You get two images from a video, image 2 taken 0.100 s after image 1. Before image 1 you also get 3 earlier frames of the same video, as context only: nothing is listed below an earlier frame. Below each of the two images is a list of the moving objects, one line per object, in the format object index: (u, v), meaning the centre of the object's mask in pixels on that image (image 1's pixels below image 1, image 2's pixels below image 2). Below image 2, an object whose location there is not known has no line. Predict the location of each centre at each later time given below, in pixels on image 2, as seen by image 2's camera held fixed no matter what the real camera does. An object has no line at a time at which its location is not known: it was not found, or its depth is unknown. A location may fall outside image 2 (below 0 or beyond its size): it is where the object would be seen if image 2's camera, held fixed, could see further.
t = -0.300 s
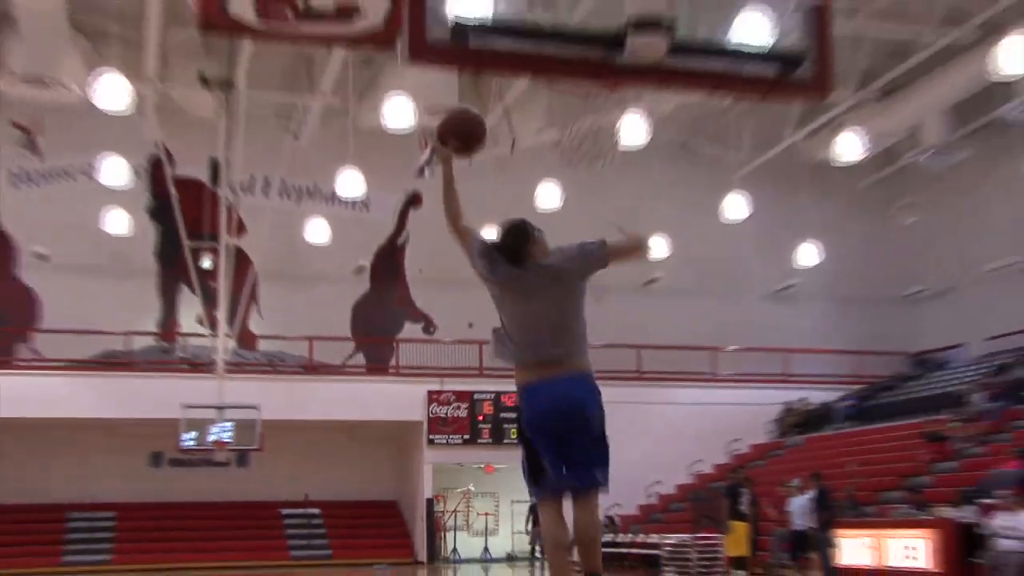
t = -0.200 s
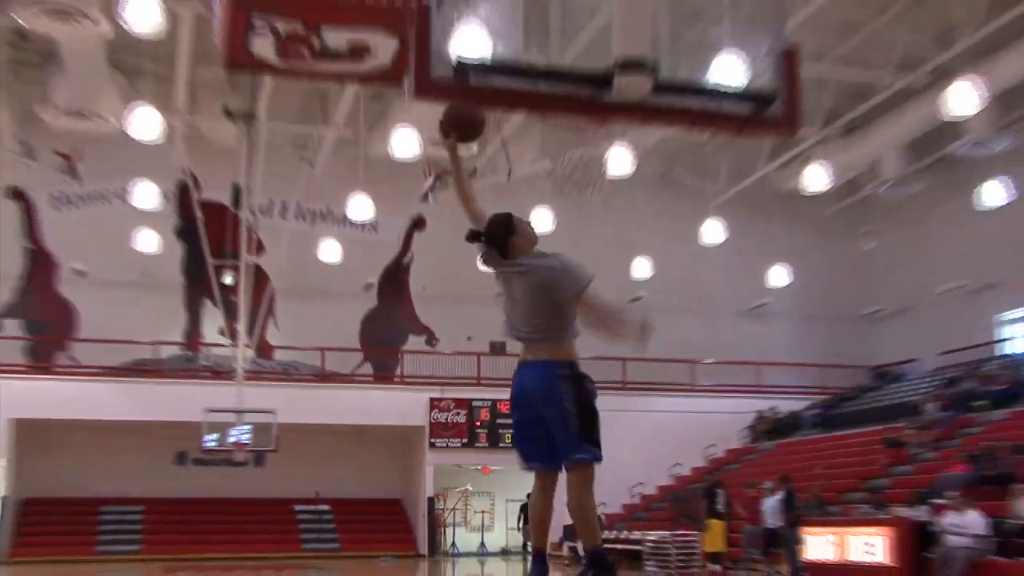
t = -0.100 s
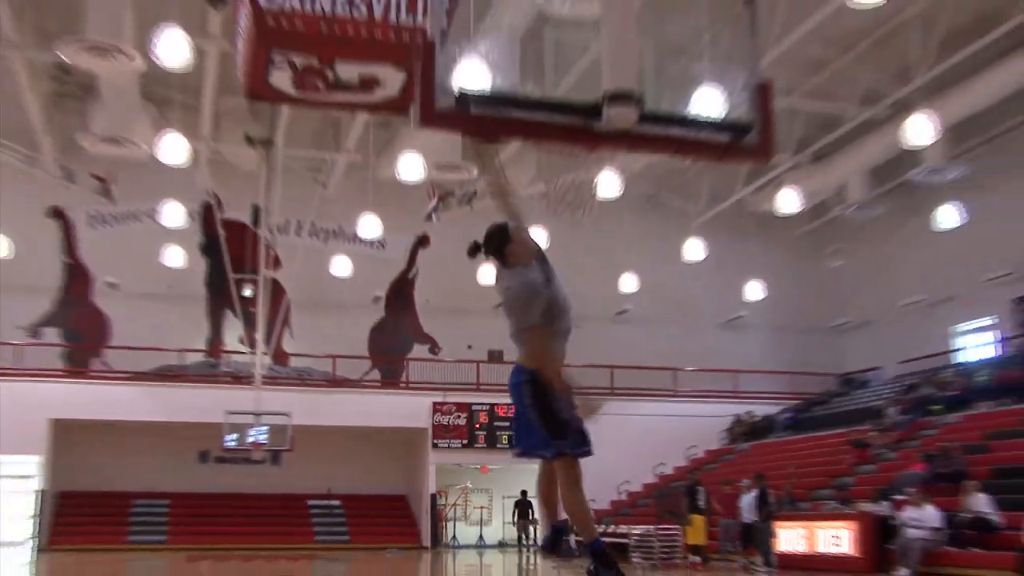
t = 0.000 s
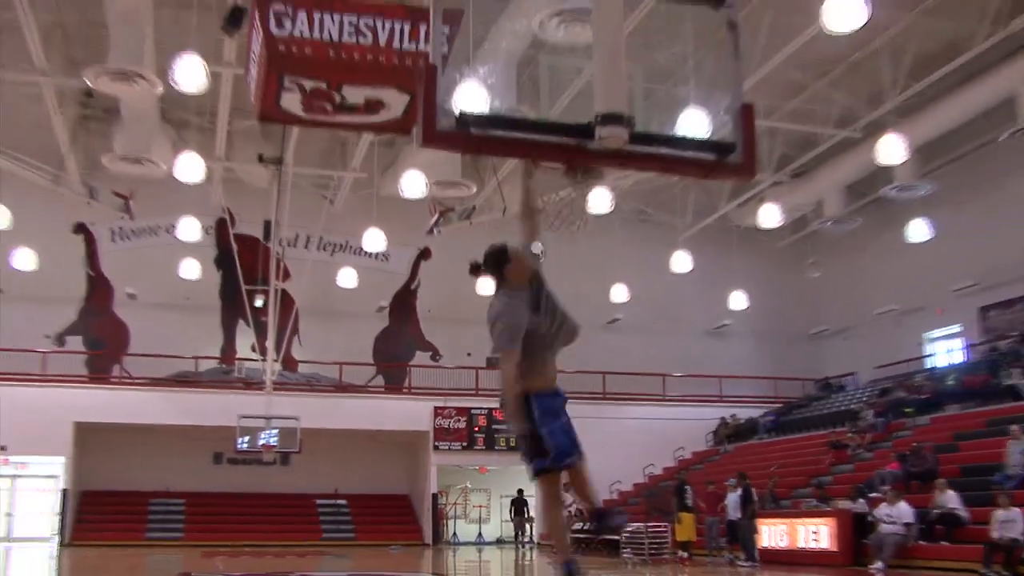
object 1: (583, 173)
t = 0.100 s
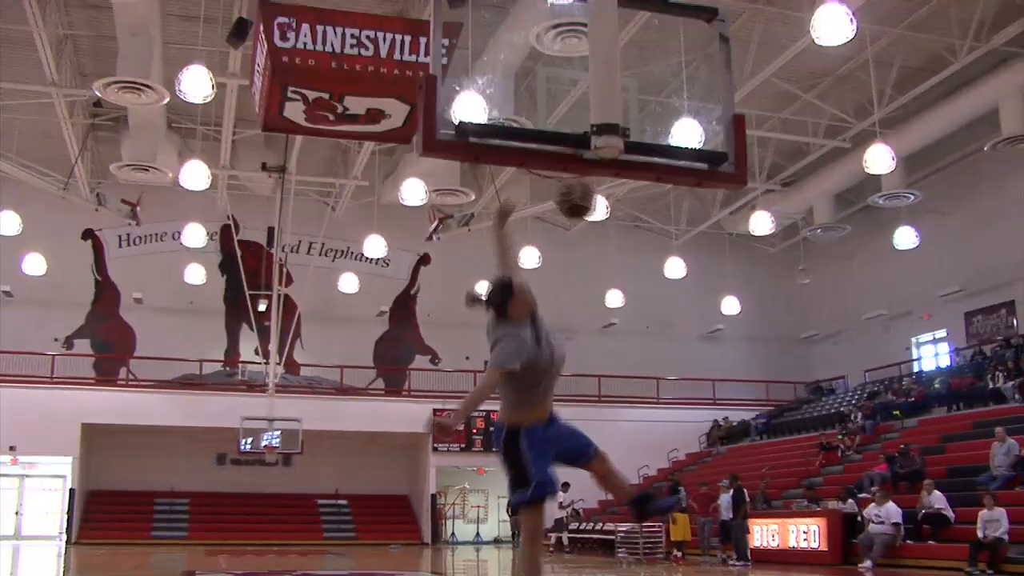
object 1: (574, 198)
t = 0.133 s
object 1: (572, 195)
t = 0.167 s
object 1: (569, 194)
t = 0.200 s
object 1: (567, 195)
